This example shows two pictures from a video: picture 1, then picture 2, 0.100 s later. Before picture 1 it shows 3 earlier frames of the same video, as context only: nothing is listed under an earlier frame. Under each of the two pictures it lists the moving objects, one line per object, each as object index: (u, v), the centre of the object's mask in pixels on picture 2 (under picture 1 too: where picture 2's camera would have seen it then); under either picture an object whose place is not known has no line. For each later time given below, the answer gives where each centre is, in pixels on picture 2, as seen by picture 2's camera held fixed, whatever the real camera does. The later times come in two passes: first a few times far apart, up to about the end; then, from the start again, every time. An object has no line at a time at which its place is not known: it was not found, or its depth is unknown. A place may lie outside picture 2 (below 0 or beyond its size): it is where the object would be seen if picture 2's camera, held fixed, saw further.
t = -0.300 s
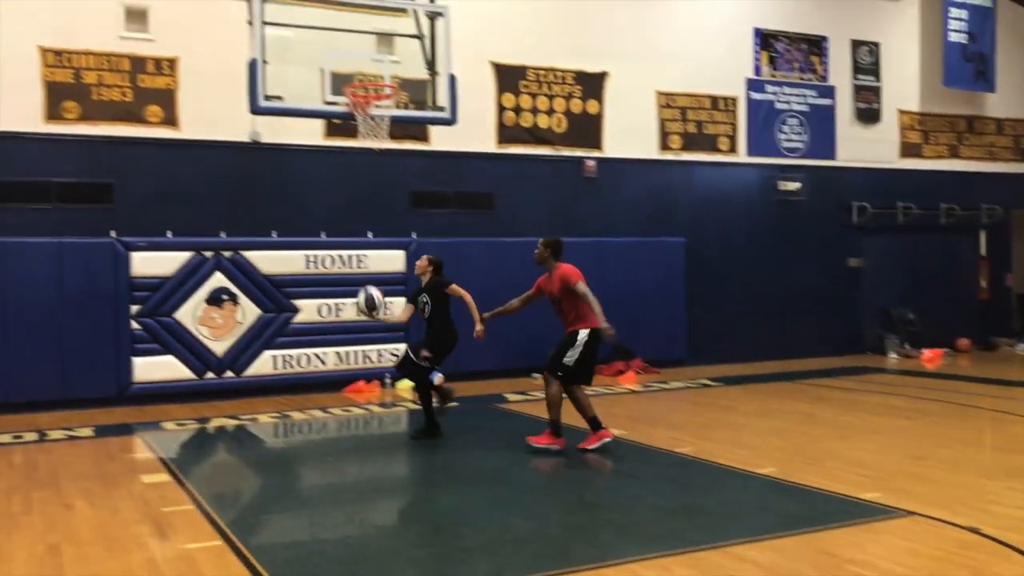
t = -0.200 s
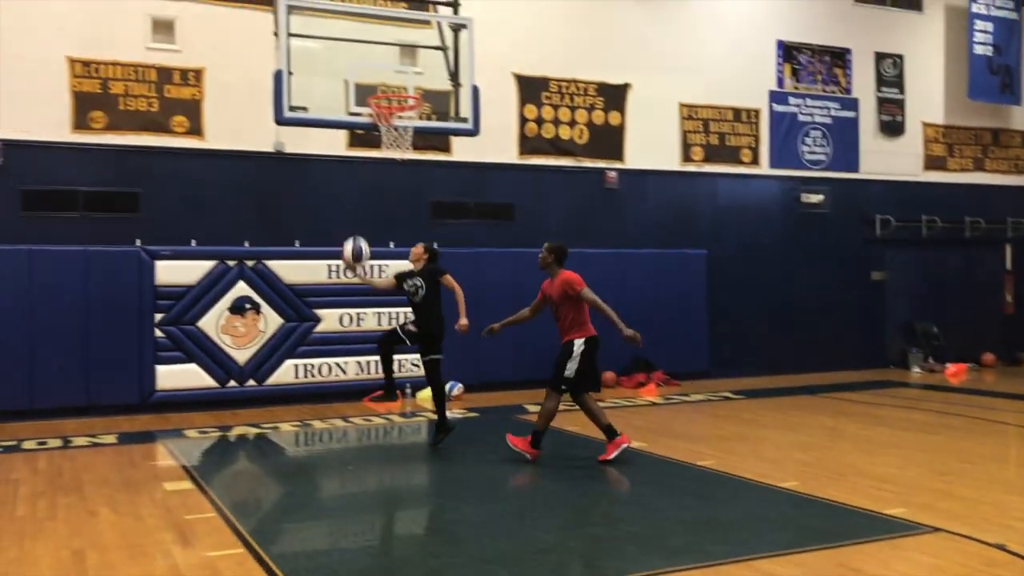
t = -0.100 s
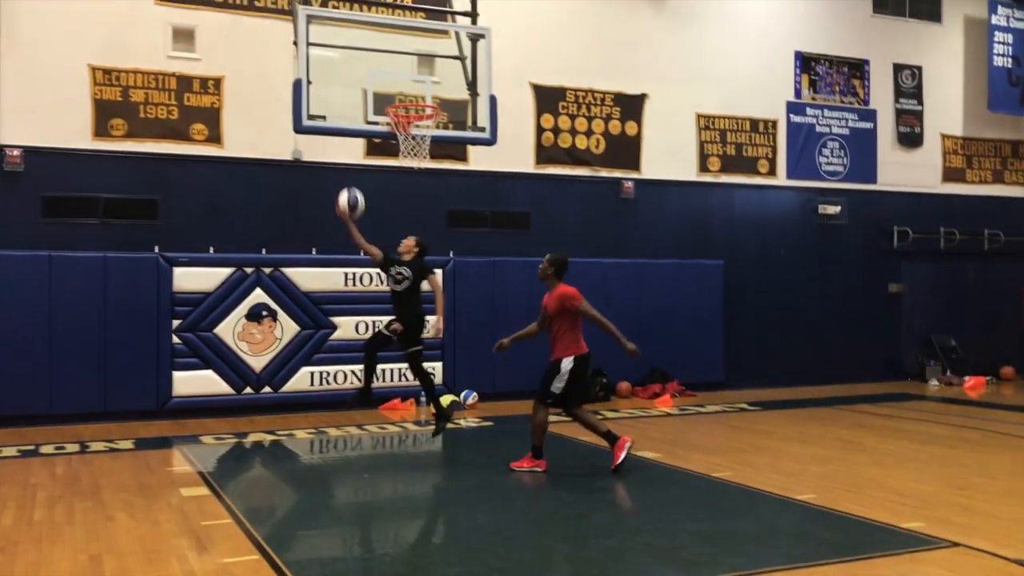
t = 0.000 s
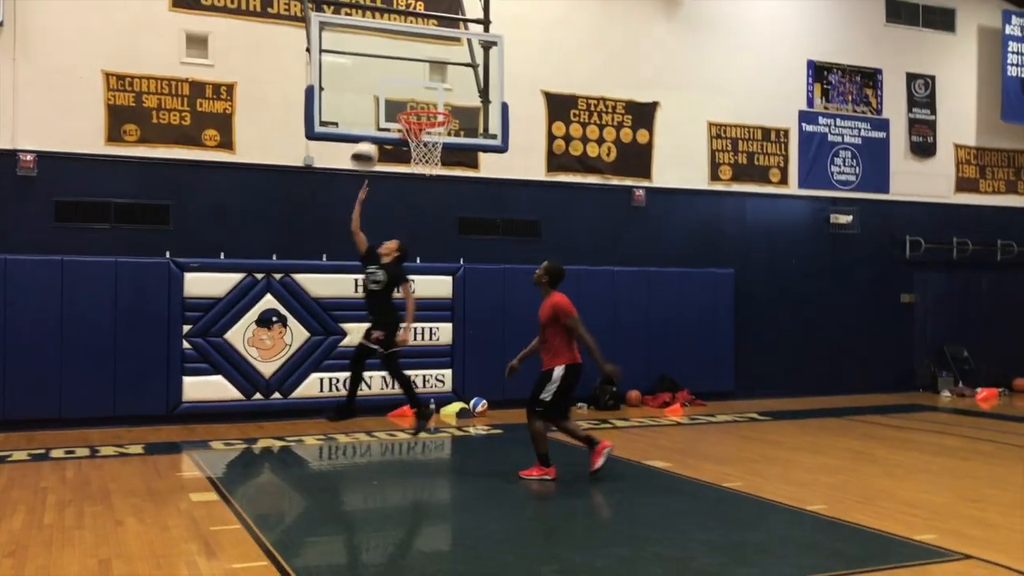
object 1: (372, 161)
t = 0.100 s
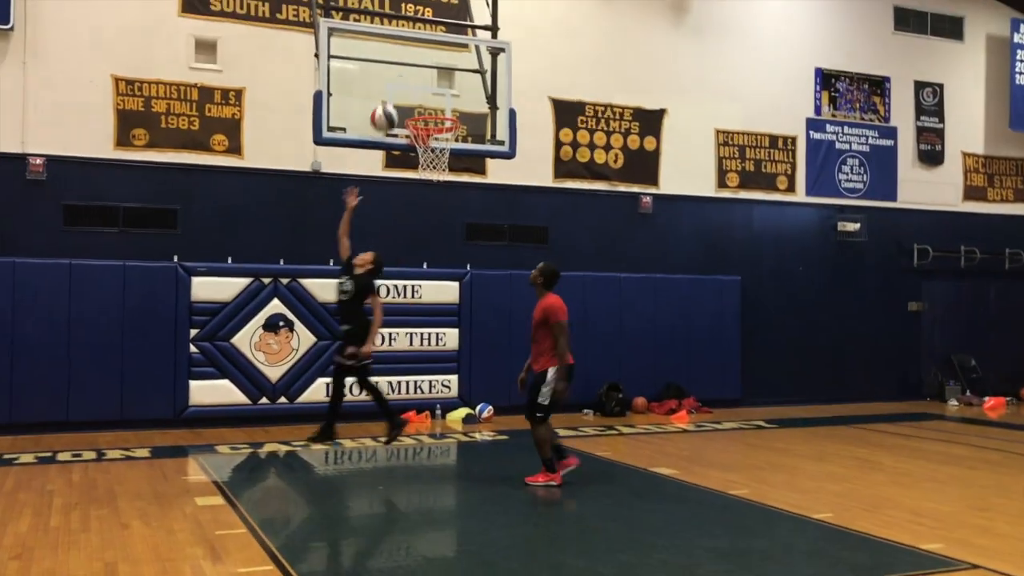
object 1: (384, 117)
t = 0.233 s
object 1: (398, 81)
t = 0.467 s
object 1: (423, 75)
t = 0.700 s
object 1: (438, 129)
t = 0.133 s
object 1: (388, 106)
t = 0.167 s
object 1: (392, 96)
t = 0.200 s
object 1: (394, 87)
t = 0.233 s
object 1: (398, 81)
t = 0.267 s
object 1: (402, 77)
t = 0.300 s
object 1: (405, 74)
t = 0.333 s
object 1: (408, 72)
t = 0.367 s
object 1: (412, 71)
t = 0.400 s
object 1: (416, 72)
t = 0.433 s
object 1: (419, 73)
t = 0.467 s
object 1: (423, 75)
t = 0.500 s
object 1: (426, 79)
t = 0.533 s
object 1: (429, 85)
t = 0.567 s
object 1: (432, 91)
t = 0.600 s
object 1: (436, 99)
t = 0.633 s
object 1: (440, 106)
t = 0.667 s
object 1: (443, 112)
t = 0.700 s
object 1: (438, 129)
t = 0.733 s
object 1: (432, 137)
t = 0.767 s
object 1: (429, 148)
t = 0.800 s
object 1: (419, 162)
